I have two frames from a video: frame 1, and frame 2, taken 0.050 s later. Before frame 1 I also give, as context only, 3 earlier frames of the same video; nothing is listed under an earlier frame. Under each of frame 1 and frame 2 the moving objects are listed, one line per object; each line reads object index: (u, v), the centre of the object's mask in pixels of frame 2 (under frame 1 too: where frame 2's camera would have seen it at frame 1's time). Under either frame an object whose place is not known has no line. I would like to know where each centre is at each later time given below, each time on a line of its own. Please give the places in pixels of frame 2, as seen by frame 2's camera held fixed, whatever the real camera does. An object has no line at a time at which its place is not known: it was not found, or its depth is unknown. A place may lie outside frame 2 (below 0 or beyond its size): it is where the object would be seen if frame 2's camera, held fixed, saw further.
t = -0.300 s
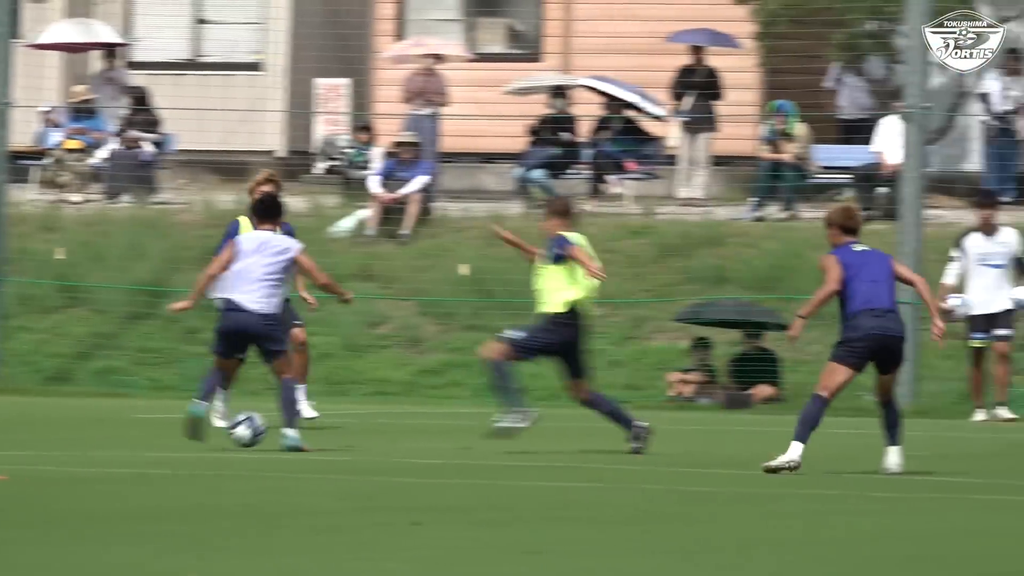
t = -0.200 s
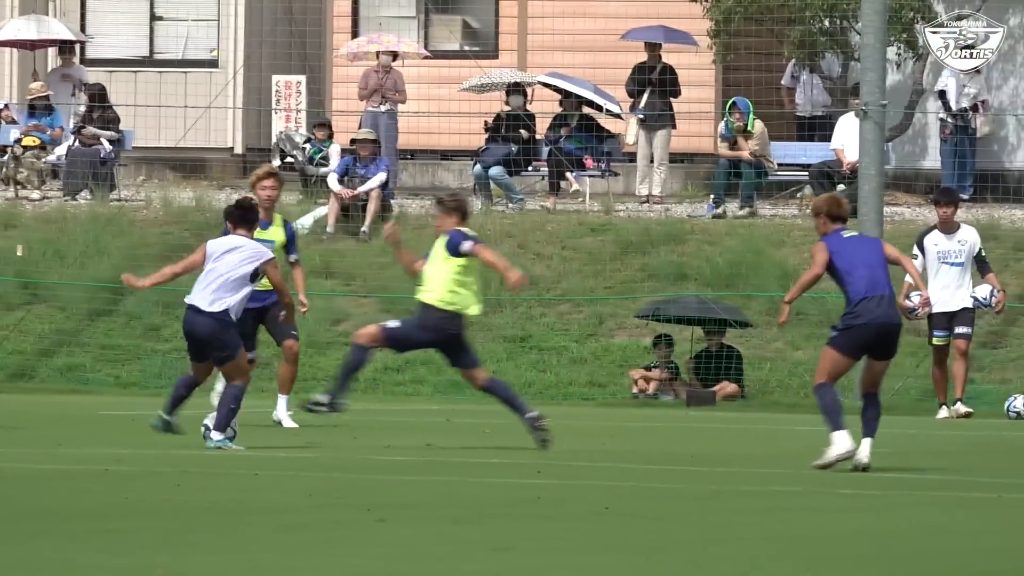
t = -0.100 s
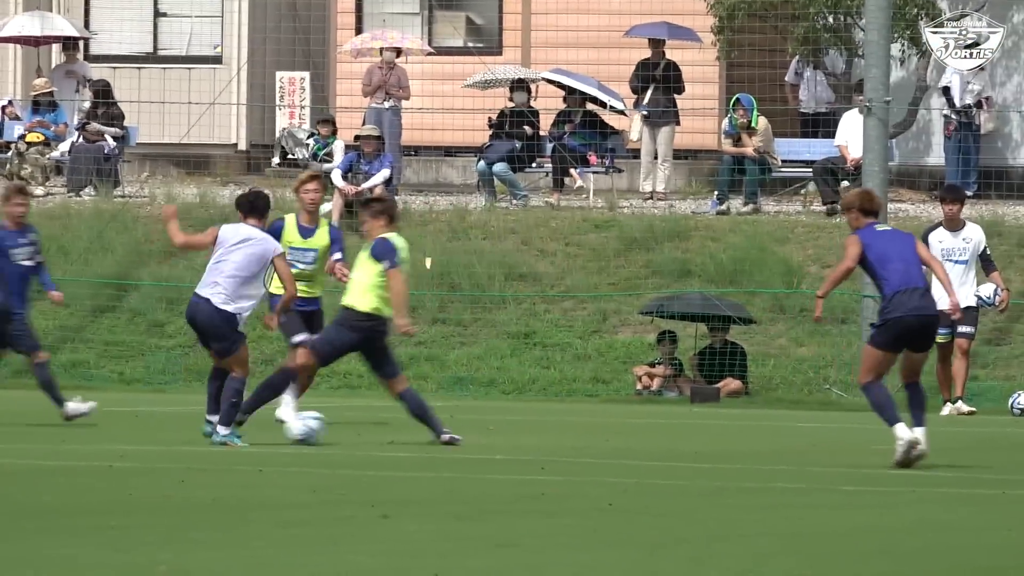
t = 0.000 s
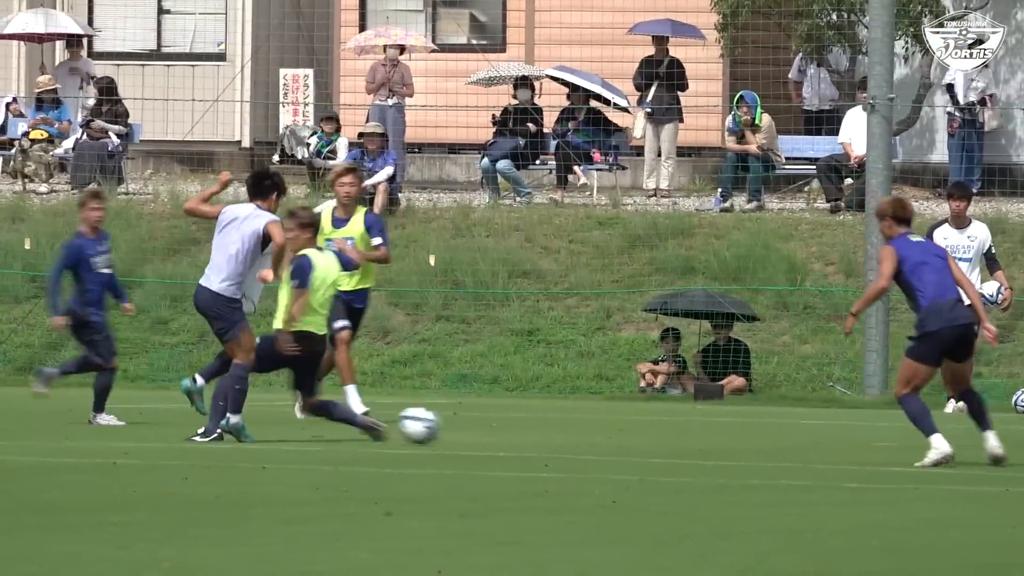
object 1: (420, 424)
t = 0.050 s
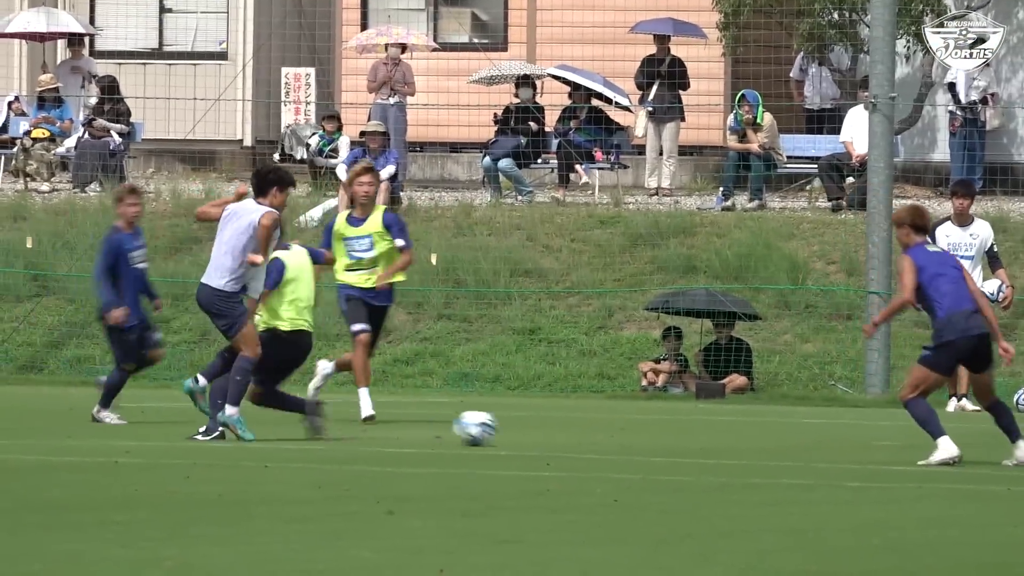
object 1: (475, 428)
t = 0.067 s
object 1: (493, 429)
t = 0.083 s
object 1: (510, 430)
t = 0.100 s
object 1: (526, 430)
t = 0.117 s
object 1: (542, 430)
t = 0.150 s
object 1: (575, 430)
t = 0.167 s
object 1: (592, 432)
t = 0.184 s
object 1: (609, 433)
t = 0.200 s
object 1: (626, 433)
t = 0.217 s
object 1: (643, 433)
